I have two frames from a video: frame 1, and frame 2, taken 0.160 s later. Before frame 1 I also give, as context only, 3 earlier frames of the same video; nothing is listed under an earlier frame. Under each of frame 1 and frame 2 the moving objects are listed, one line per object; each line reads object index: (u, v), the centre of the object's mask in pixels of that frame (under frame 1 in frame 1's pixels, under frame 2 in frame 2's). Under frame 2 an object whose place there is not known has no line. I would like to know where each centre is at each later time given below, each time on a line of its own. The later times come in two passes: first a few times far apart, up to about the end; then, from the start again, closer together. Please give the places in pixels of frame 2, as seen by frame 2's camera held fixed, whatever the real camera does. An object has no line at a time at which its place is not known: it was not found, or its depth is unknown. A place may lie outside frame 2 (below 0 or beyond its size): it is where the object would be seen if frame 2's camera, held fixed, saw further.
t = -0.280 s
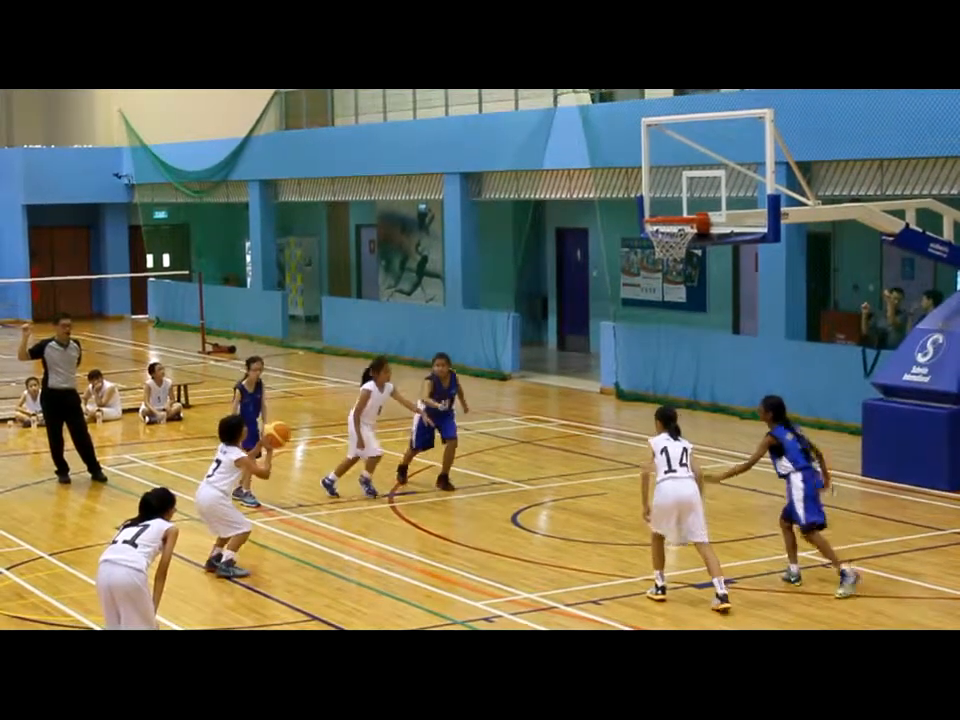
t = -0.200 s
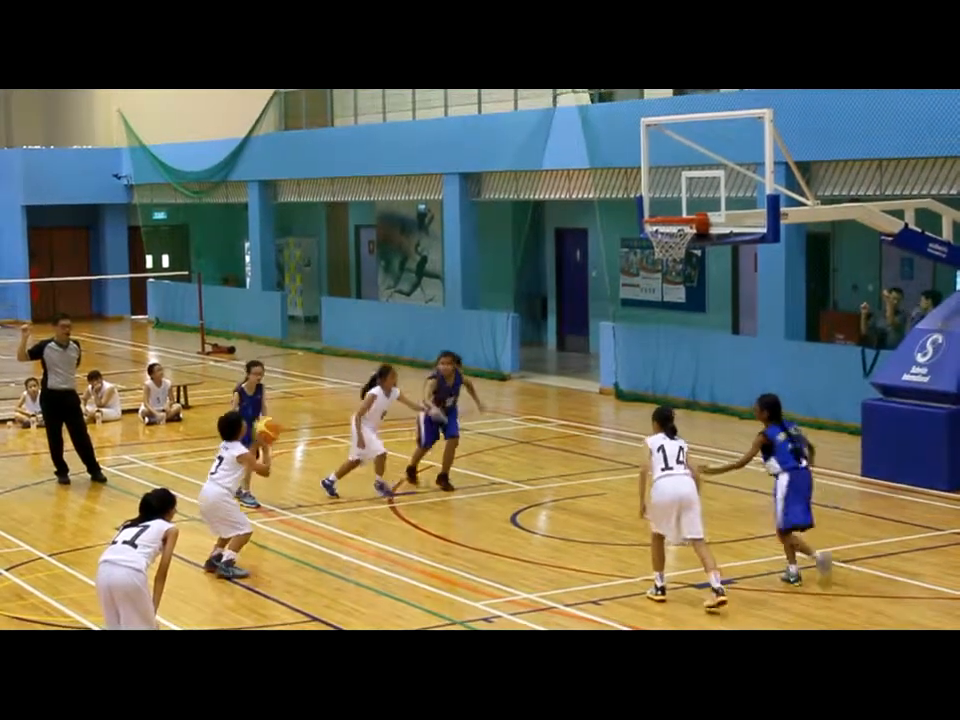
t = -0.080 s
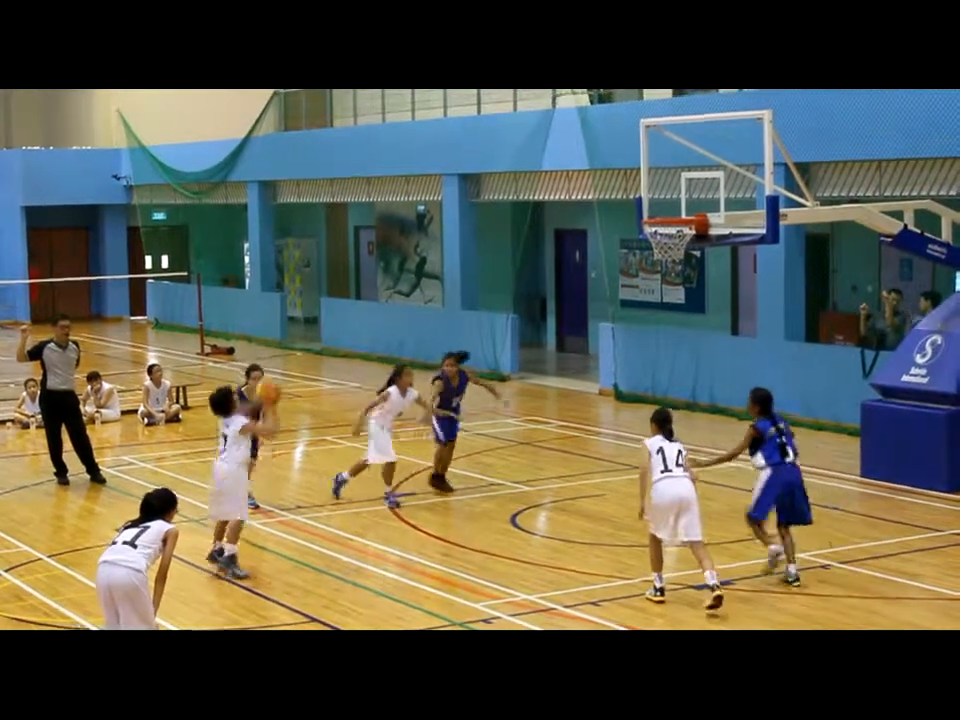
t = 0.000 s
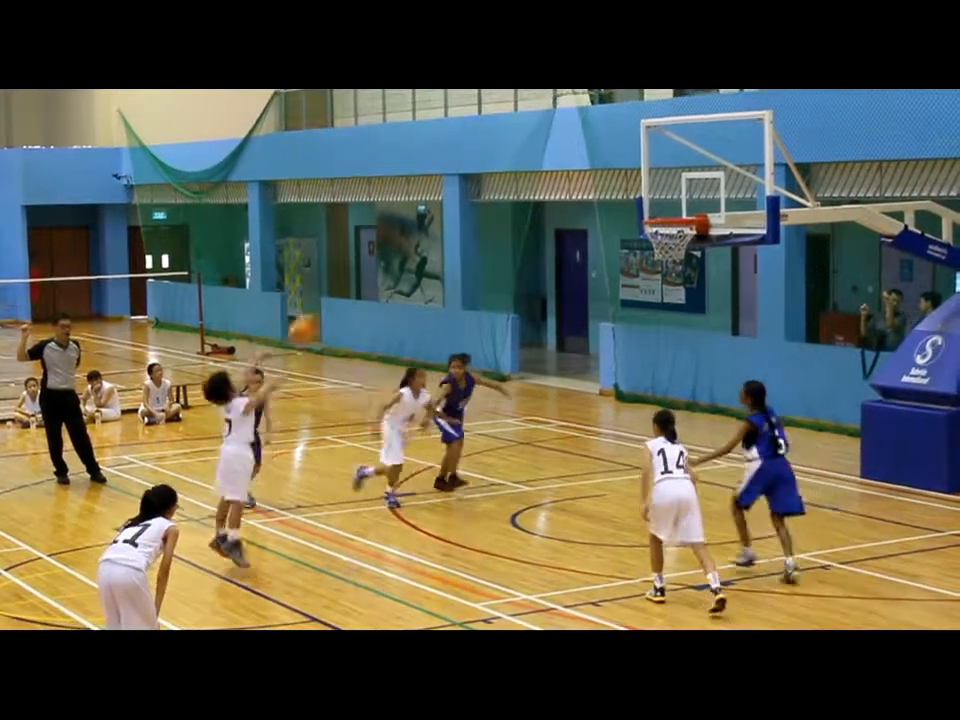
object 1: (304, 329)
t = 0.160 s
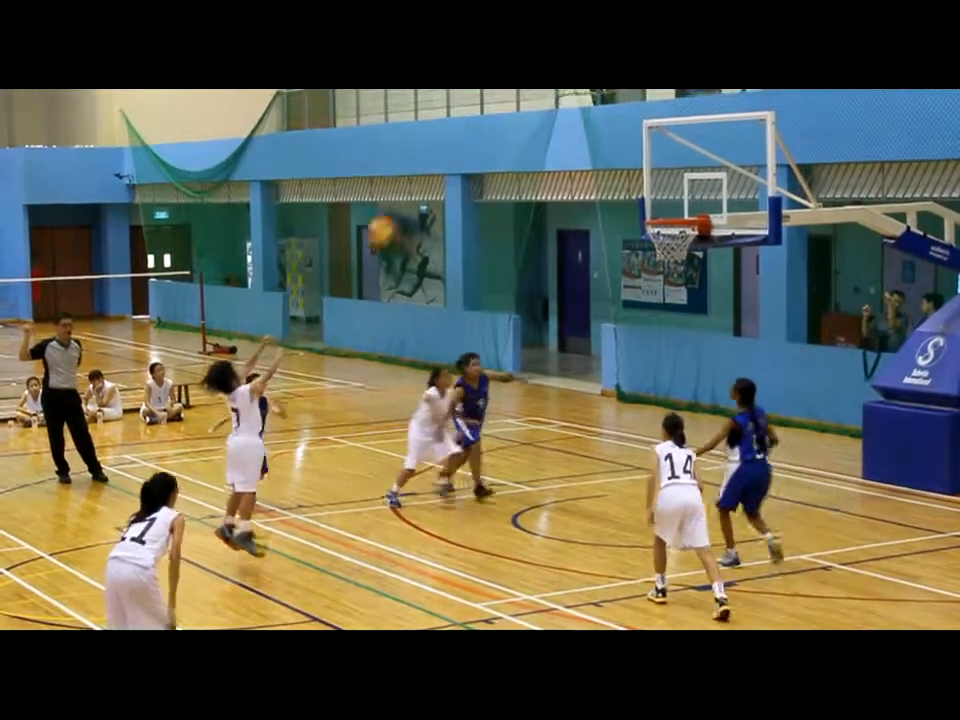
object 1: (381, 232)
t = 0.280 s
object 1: (434, 180)
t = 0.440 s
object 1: (505, 142)
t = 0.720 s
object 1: (617, 147)
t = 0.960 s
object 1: (703, 205)
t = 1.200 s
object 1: (659, 189)
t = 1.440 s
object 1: (618, 241)
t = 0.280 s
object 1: (434, 180)
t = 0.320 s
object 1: (451, 168)
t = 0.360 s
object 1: (468, 158)
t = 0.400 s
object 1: (487, 148)
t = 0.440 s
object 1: (505, 142)
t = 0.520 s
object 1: (539, 135)
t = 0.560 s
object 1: (556, 133)
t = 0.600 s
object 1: (572, 134)
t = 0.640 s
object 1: (589, 136)
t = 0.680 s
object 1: (601, 141)
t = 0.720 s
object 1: (617, 147)
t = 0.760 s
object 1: (630, 154)
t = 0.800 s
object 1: (648, 166)
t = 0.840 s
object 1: (663, 176)
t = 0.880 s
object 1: (681, 188)
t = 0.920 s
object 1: (694, 204)
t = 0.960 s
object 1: (703, 205)
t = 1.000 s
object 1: (700, 199)
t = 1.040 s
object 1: (693, 195)
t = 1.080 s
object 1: (688, 191)
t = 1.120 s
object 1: (679, 188)
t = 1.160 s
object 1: (673, 188)
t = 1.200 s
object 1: (659, 189)
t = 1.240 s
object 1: (655, 194)
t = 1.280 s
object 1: (648, 202)
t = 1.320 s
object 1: (640, 207)
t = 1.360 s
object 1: (631, 217)
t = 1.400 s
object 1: (624, 228)
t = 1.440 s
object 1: (618, 241)
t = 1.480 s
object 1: (611, 258)
